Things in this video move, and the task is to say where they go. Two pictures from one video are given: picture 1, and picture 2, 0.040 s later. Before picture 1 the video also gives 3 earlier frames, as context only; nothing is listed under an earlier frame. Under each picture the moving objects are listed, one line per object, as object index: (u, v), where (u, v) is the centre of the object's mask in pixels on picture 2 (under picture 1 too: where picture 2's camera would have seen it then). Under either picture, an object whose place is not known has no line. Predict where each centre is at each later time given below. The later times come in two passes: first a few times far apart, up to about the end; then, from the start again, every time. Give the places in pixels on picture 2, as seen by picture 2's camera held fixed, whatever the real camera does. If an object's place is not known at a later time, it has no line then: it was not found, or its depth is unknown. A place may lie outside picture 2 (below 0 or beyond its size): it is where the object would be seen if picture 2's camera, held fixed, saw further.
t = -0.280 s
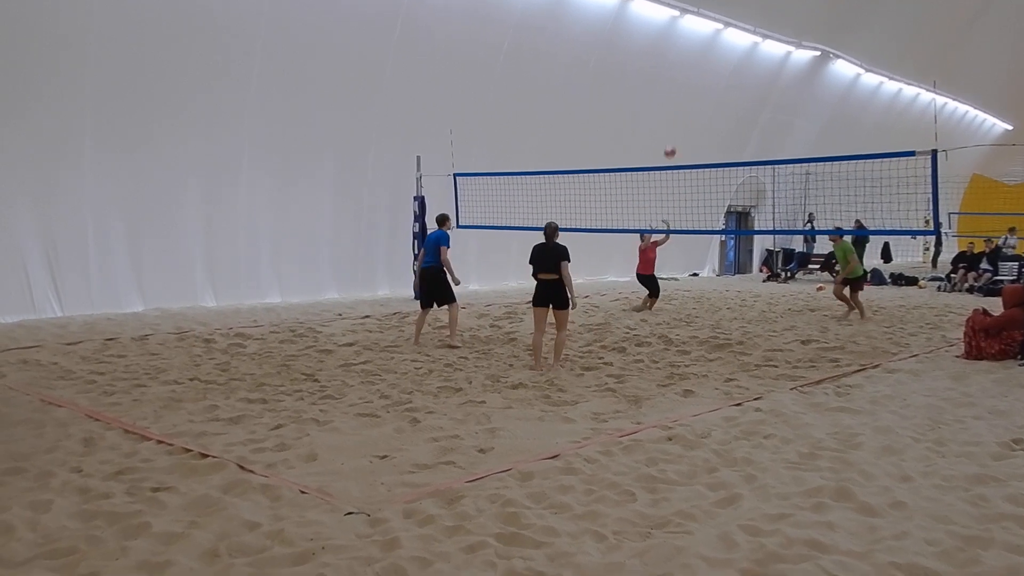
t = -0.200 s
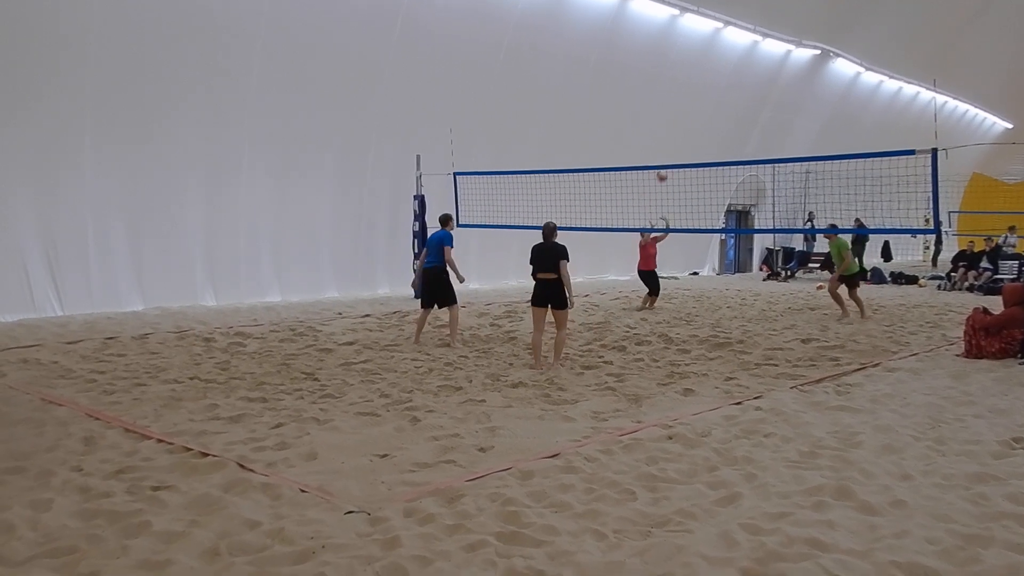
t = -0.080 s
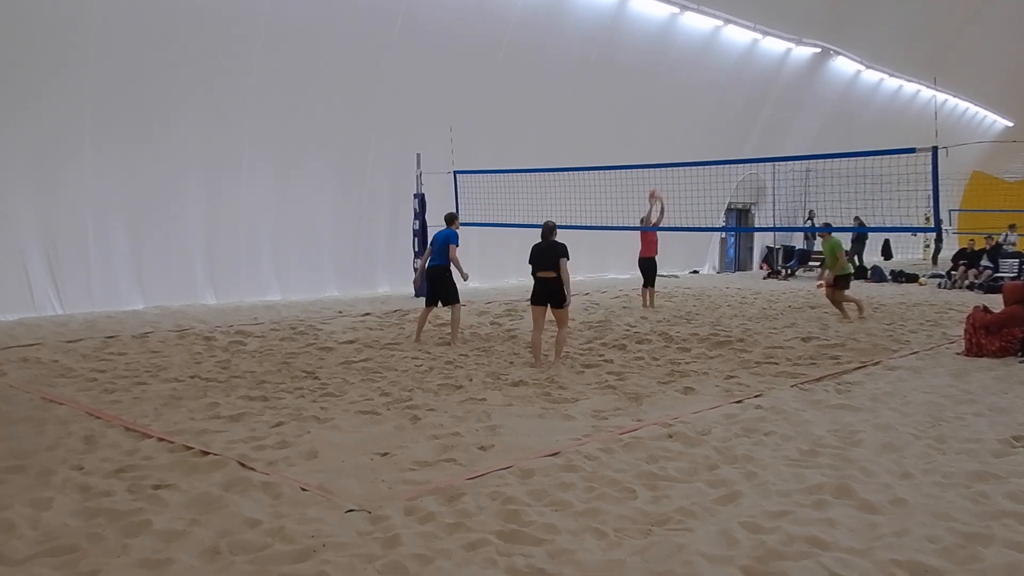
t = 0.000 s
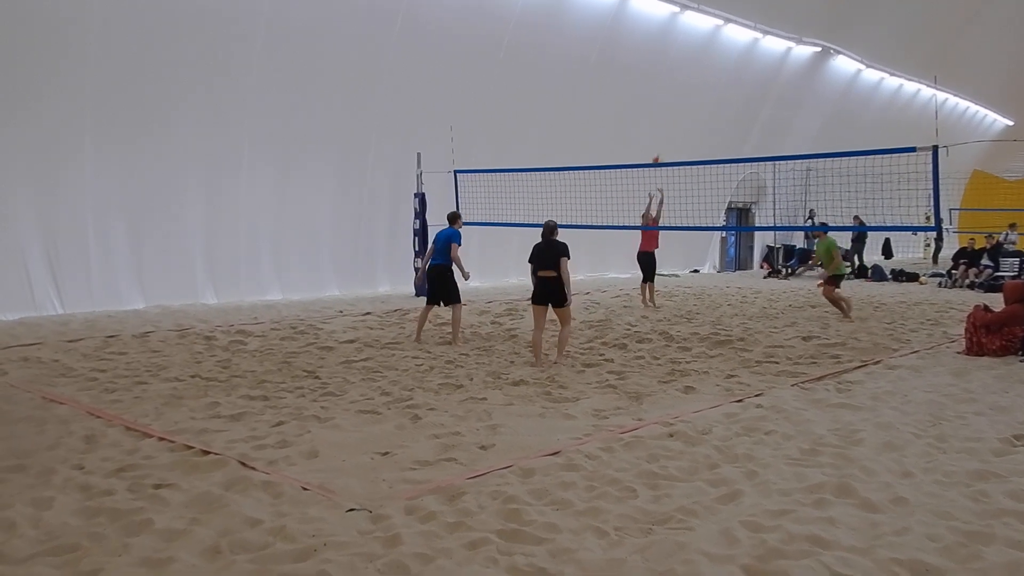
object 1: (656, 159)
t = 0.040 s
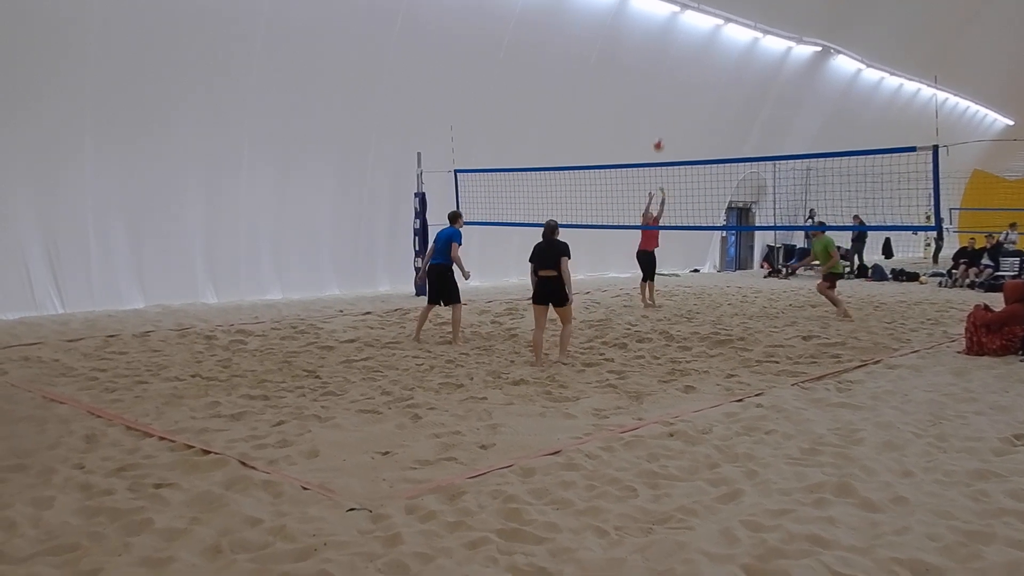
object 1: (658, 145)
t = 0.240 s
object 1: (665, 81)
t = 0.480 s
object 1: (671, 32)
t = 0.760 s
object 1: (679, 20)
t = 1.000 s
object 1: (684, 47)
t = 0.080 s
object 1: (660, 131)
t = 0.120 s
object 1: (661, 117)
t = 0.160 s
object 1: (663, 104)
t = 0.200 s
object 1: (664, 92)
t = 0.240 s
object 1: (665, 81)
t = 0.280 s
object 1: (666, 71)
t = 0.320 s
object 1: (667, 62)
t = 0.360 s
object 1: (668, 53)
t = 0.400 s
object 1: (669, 46)
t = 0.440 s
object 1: (670, 39)
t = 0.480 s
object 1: (671, 32)
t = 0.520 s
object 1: (672, 28)
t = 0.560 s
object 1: (674, 24)
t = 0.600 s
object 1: (675, 21)
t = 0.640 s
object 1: (676, 19)
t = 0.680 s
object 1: (677, 19)
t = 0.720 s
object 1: (678, 19)
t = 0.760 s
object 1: (679, 20)
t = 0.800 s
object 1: (679, 22)
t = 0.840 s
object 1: (680, 25)
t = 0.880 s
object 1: (681, 29)
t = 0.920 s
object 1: (682, 34)
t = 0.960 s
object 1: (683, 40)
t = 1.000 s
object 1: (684, 47)
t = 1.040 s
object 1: (684, 55)
